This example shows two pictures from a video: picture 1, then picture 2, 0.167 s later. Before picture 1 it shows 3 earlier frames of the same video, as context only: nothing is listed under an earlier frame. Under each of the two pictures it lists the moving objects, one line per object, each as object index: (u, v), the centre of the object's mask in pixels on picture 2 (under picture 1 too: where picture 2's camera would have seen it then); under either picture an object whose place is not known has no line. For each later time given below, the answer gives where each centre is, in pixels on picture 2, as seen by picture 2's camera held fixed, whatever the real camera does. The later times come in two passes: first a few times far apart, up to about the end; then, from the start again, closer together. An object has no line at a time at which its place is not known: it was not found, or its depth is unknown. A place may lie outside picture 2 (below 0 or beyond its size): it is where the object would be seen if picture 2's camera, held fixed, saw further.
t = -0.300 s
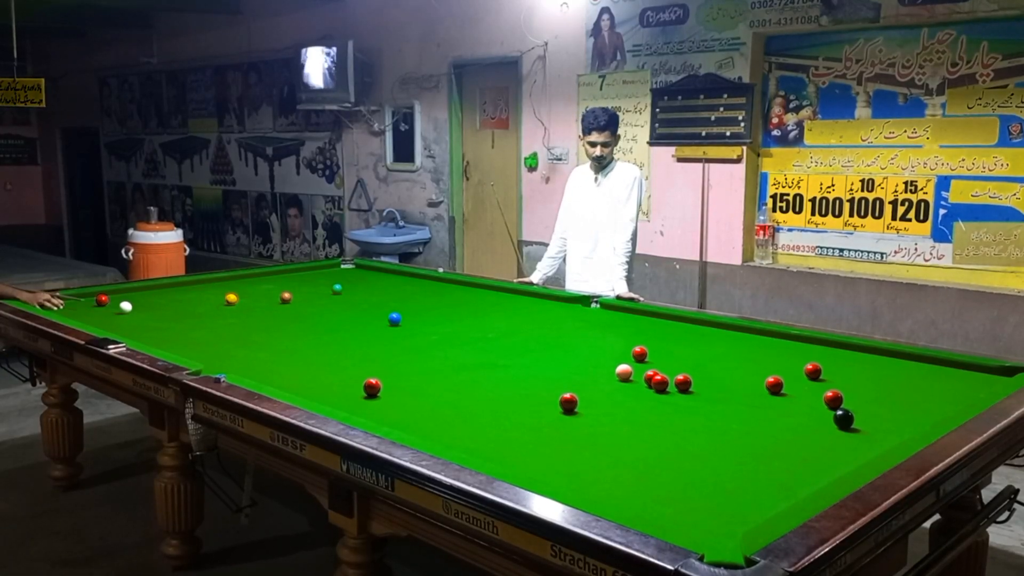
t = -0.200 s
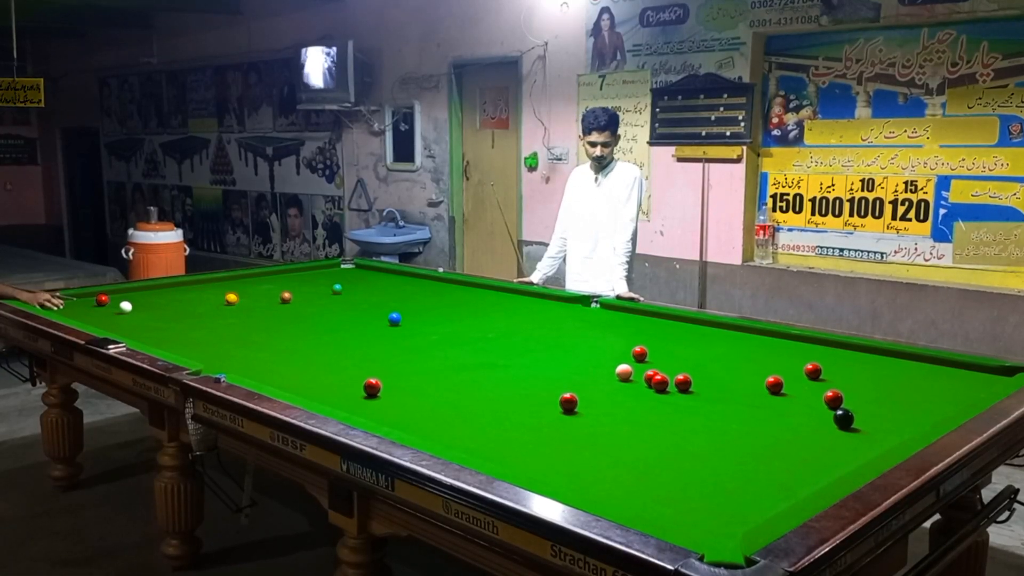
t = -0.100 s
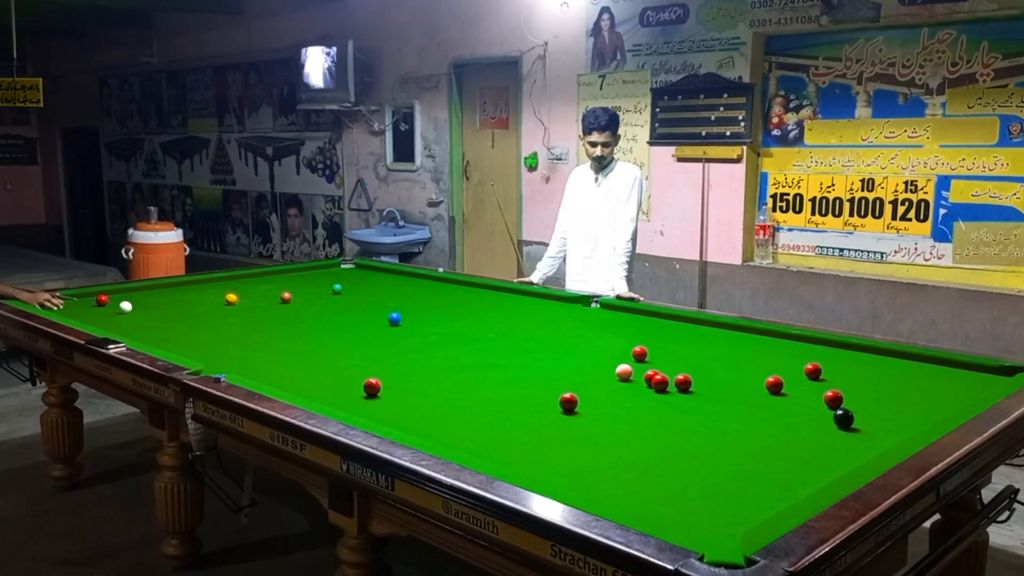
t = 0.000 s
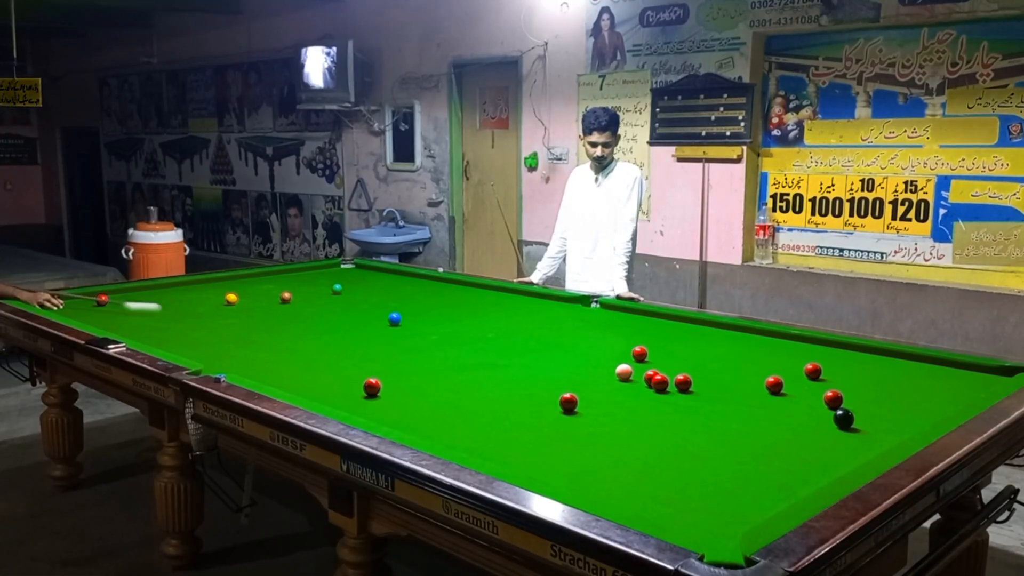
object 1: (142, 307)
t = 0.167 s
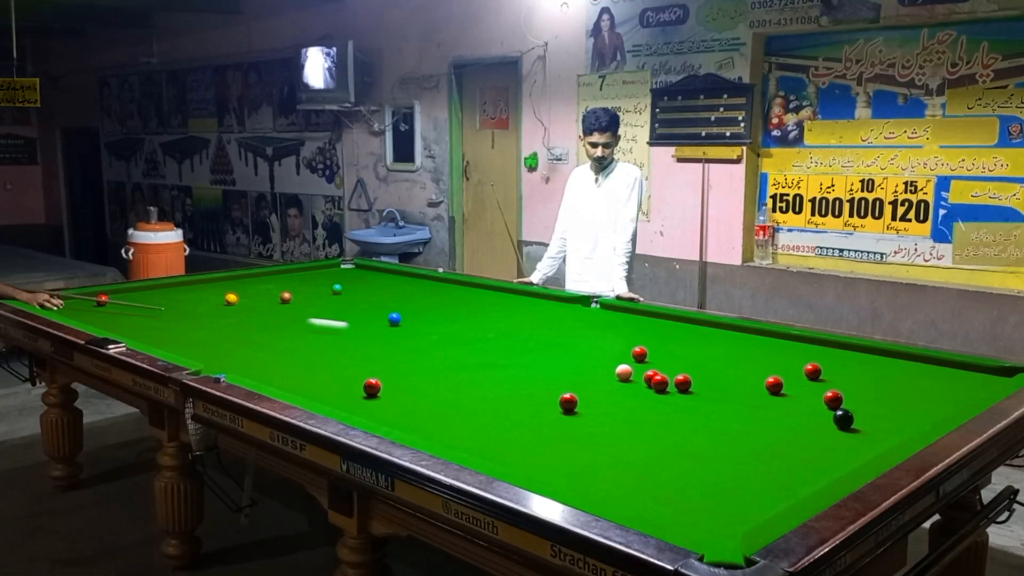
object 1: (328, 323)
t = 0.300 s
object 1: (495, 339)
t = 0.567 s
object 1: (652, 370)
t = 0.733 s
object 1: (680, 372)
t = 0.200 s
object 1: (367, 327)
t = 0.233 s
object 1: (409, 330)
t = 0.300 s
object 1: (495, 339)
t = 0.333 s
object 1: (540, 343)
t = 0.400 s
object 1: (625, 353)
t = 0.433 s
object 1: (630, 359)
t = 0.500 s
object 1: (642, 369)
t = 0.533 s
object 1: (647, 370)
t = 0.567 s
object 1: (652, 370)
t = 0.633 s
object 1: (660, 374)
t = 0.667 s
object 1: (666, 375)
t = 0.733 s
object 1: (680, 372)
